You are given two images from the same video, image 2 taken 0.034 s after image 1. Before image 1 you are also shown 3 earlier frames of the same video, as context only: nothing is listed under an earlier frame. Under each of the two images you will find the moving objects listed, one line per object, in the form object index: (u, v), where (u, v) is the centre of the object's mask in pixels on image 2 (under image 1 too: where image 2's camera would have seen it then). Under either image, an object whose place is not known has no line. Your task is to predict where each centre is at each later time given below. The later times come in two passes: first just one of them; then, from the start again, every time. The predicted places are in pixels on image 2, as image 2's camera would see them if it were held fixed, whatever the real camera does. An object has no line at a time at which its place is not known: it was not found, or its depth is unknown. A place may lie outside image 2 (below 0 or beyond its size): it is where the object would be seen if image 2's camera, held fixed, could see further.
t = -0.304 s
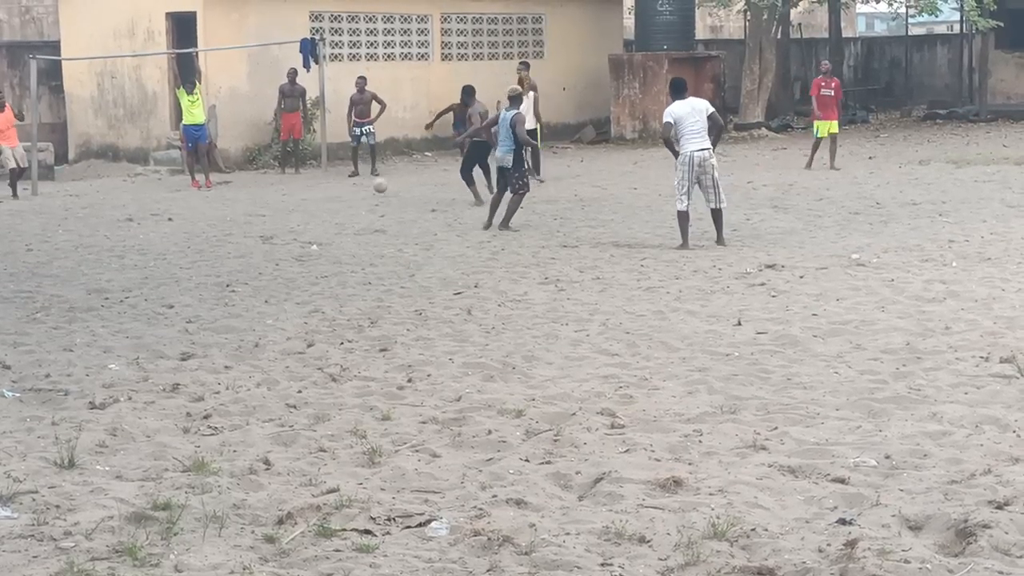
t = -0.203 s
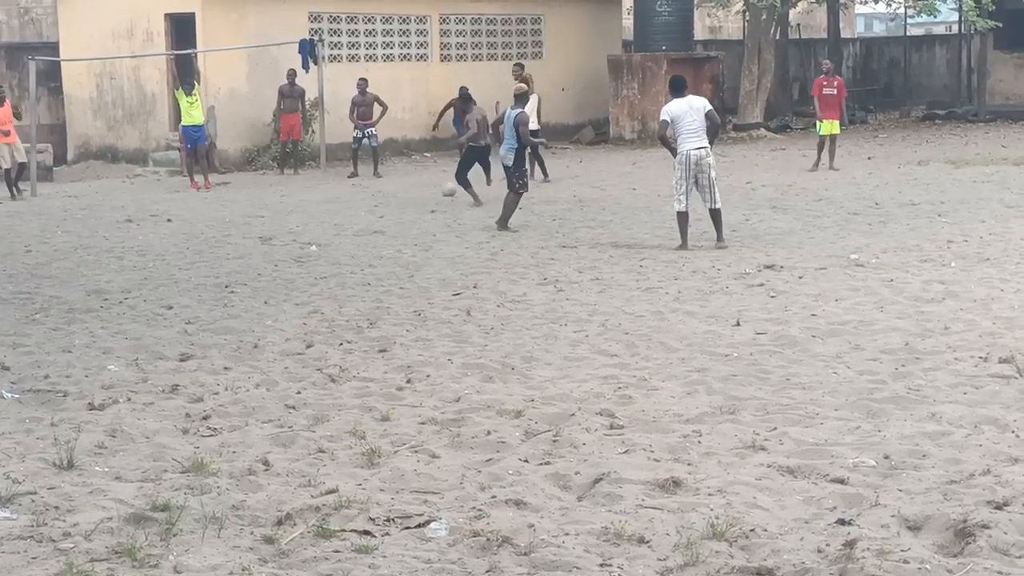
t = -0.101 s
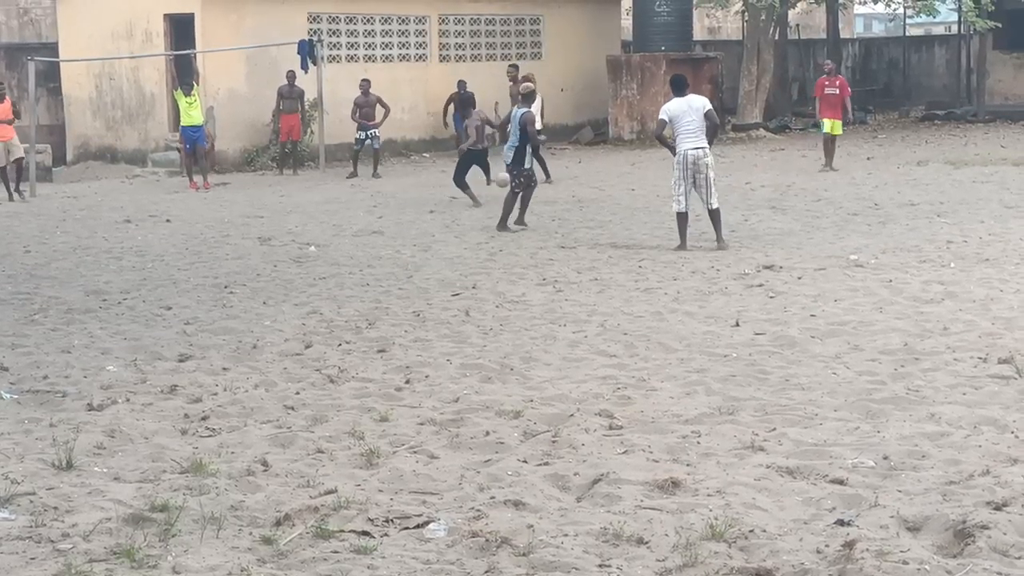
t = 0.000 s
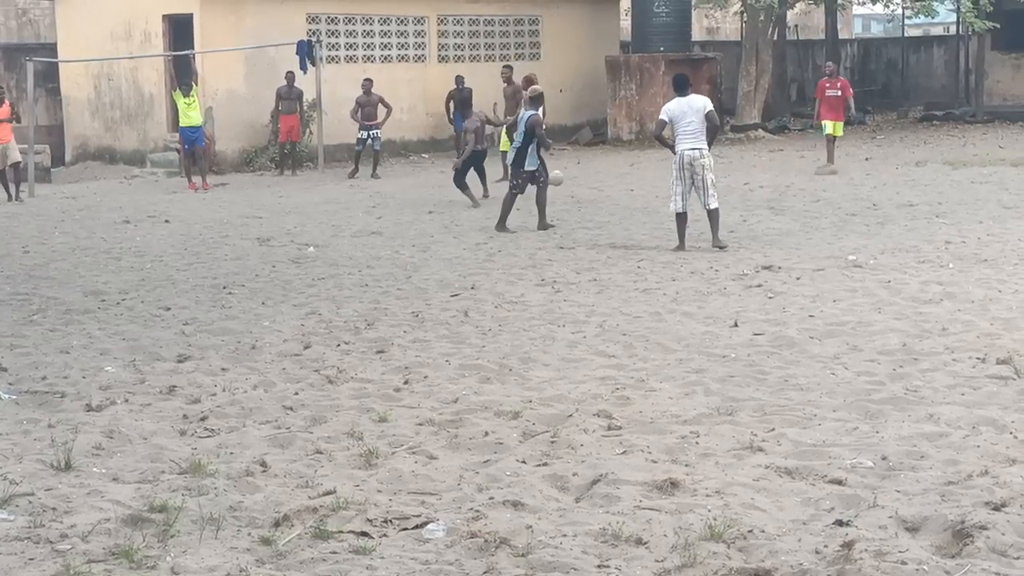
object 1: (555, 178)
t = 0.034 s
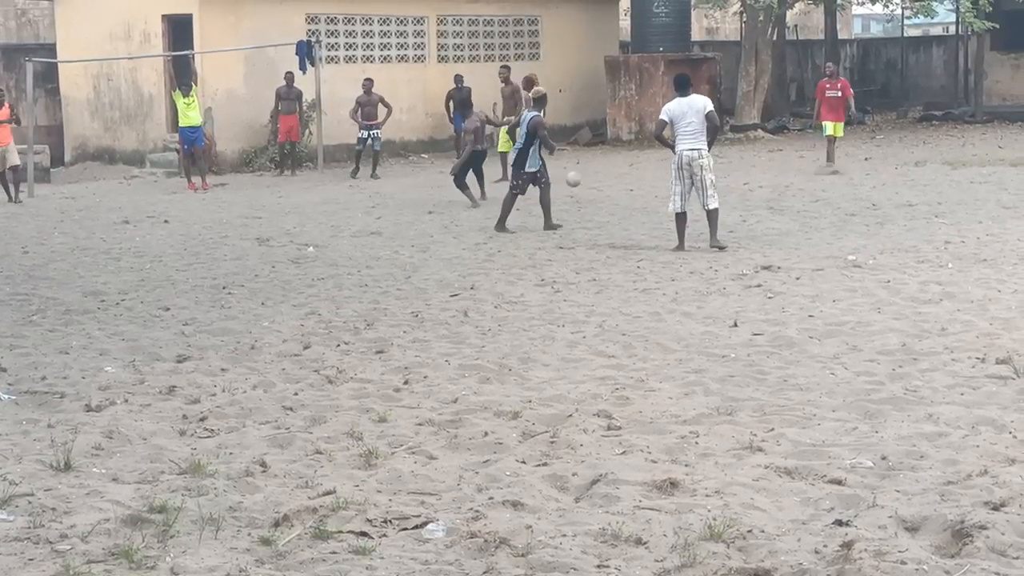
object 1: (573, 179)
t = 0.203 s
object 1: (661, 186)
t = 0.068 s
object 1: (591, 180)
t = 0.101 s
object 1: (610, 183)
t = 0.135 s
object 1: (627, 187)
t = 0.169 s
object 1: (644, 187)
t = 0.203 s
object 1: (661, 186)
